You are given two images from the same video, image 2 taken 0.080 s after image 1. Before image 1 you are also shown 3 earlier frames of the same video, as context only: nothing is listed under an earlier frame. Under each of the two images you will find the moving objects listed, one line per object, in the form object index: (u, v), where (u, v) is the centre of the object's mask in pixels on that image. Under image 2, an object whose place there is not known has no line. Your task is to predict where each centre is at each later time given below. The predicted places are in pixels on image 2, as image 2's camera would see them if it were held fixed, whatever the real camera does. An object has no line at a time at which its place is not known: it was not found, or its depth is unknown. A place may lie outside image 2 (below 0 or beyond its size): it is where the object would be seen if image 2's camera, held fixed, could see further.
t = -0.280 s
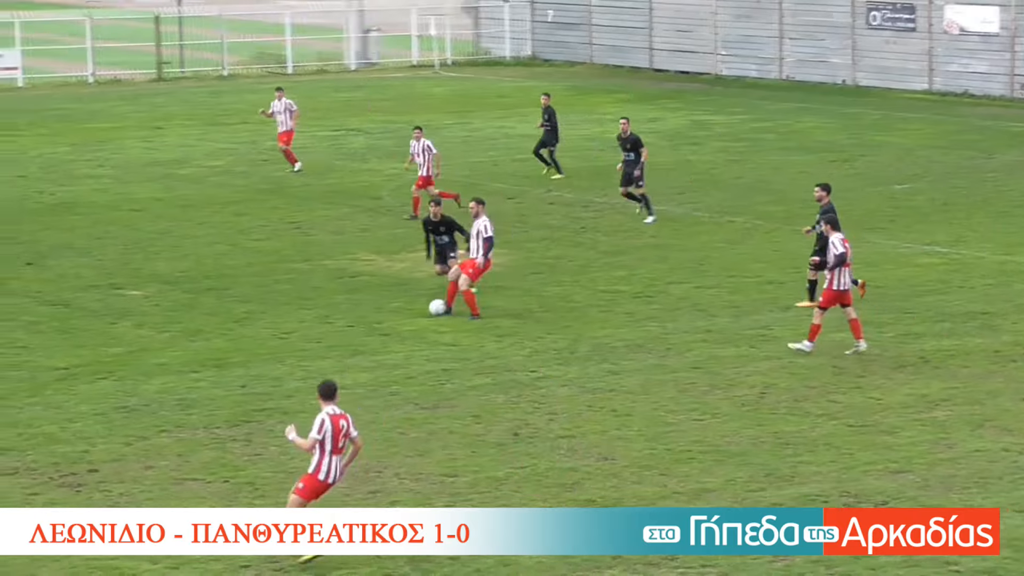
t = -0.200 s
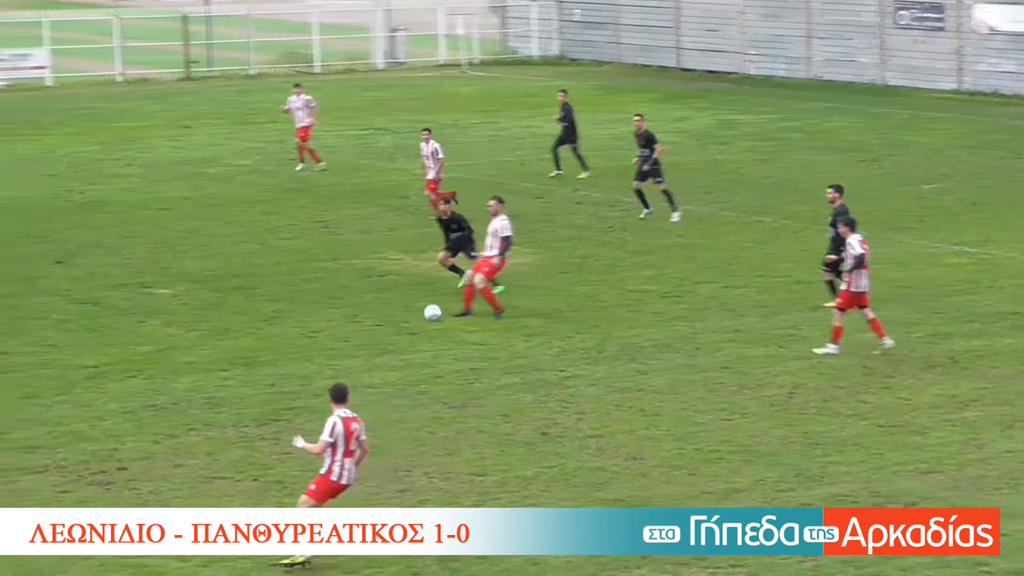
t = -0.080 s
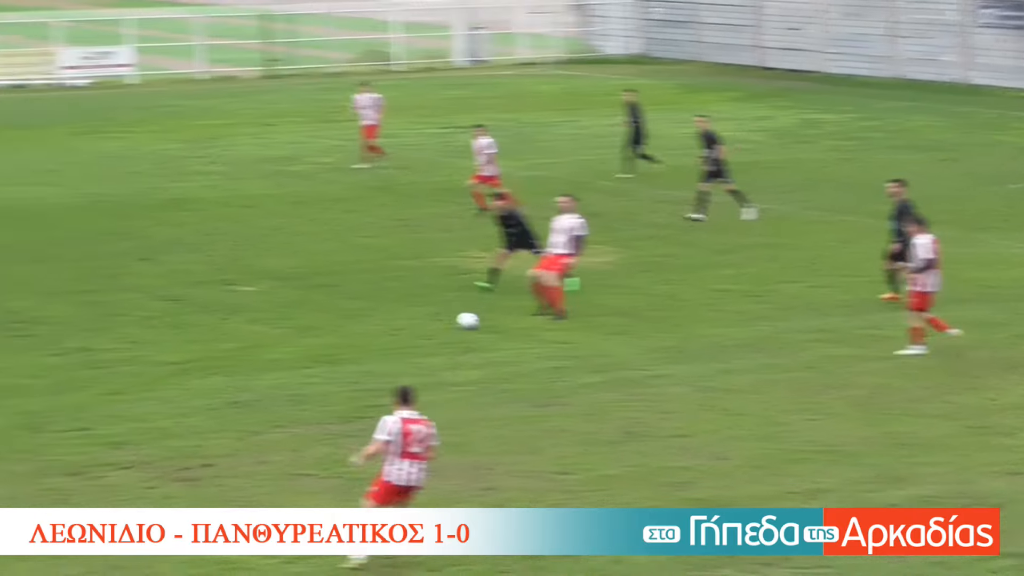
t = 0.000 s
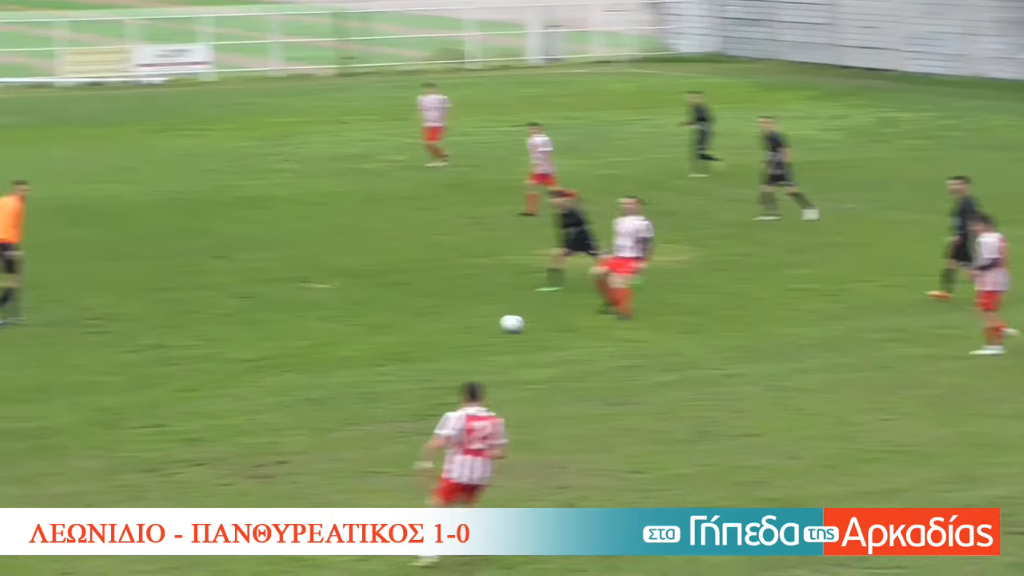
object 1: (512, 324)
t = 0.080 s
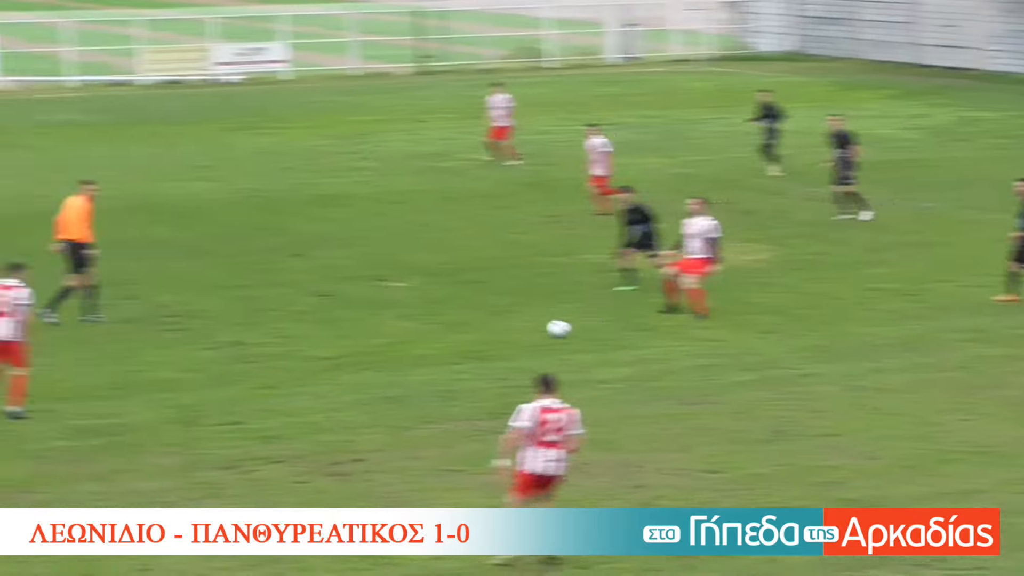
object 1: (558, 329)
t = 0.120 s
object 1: (545, 330)
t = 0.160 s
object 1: (534, 332)
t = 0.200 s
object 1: (521, 334)
